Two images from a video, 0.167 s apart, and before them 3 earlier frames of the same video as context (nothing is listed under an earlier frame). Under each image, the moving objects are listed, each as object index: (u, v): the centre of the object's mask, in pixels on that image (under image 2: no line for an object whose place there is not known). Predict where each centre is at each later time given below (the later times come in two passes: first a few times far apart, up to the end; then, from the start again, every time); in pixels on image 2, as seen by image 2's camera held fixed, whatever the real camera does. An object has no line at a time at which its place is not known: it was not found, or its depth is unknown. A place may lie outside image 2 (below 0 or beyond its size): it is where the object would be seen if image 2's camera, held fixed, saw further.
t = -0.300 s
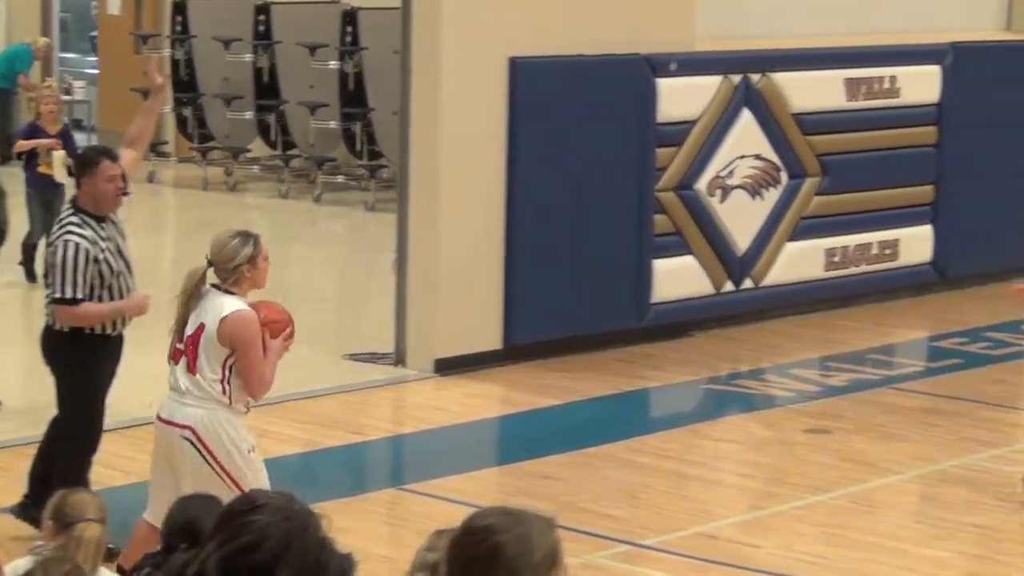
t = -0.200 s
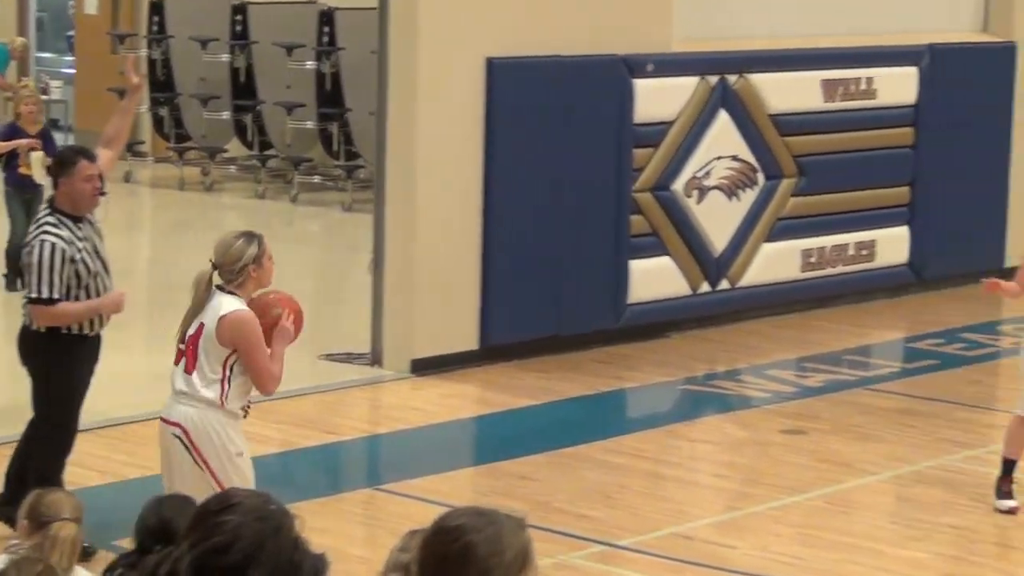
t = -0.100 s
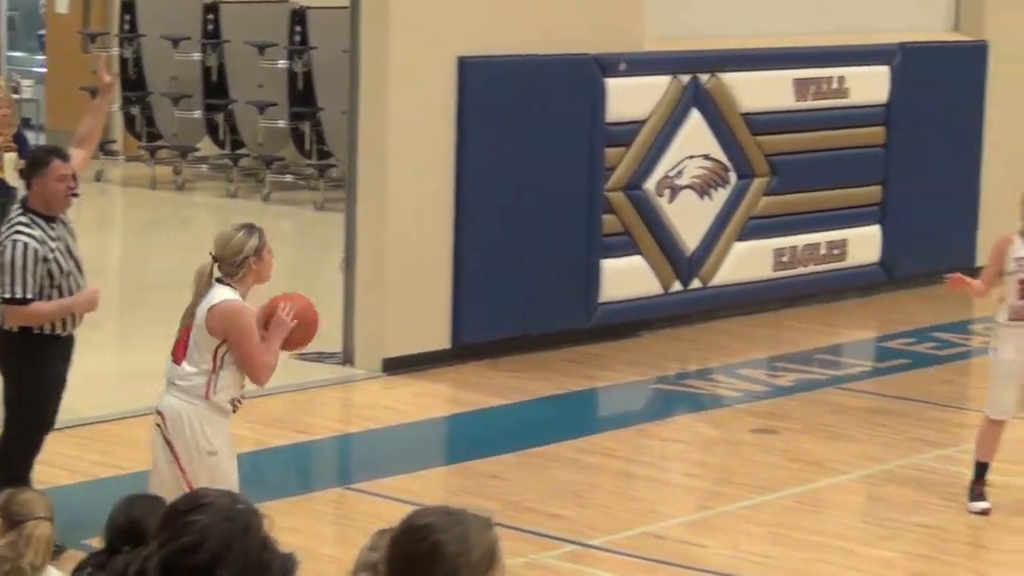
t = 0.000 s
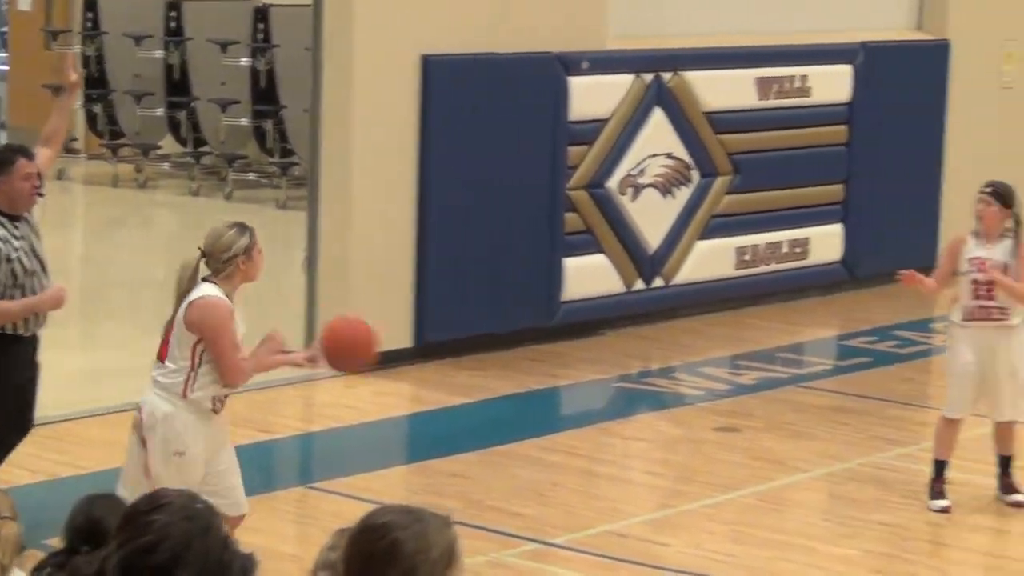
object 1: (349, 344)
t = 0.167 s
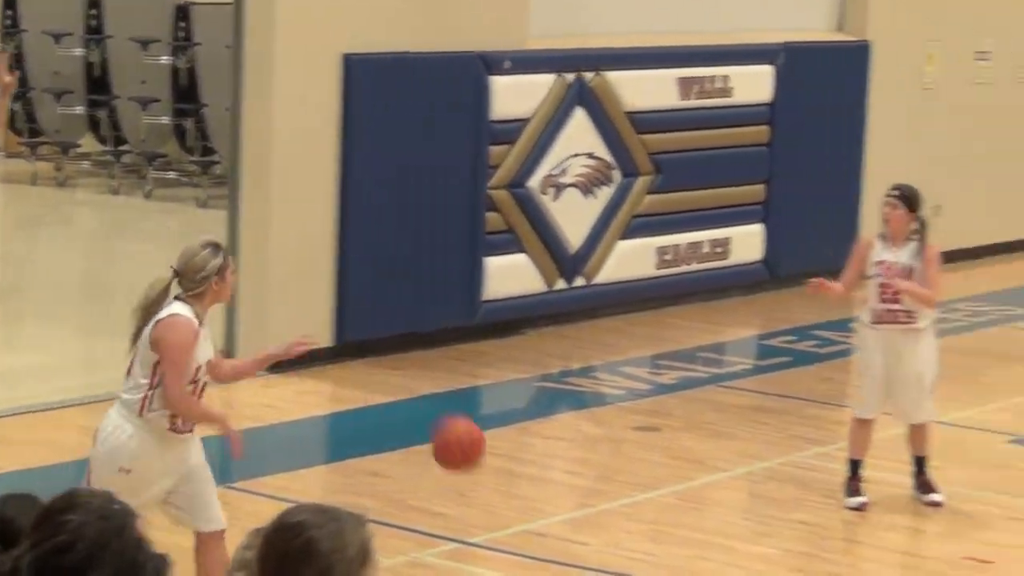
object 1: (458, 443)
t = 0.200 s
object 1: (493, 471)
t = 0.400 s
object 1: (642, 465)
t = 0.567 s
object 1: (729, 378)
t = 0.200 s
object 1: (493, 471)
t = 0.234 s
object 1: (527, 500)
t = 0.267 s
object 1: (561, 529)
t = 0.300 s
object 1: (589, 547)
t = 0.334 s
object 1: (606, 516)
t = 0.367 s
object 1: (625, 489)
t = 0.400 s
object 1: (642, 465)
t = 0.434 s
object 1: (660, 443)
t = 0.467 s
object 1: (677, 421)
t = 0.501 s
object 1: (695, 405)
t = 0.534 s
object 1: (712, 390)
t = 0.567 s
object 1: (729, 378)
